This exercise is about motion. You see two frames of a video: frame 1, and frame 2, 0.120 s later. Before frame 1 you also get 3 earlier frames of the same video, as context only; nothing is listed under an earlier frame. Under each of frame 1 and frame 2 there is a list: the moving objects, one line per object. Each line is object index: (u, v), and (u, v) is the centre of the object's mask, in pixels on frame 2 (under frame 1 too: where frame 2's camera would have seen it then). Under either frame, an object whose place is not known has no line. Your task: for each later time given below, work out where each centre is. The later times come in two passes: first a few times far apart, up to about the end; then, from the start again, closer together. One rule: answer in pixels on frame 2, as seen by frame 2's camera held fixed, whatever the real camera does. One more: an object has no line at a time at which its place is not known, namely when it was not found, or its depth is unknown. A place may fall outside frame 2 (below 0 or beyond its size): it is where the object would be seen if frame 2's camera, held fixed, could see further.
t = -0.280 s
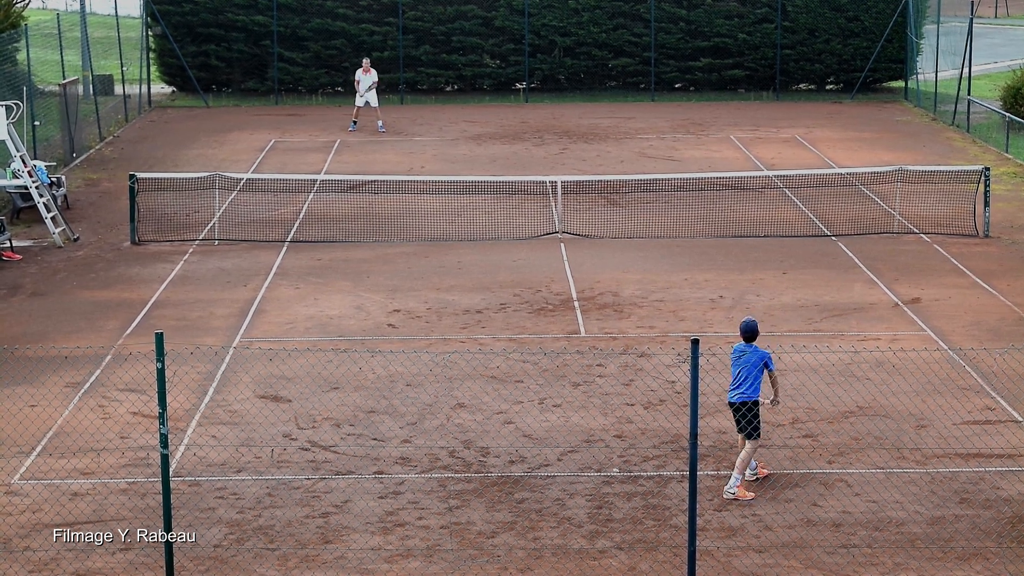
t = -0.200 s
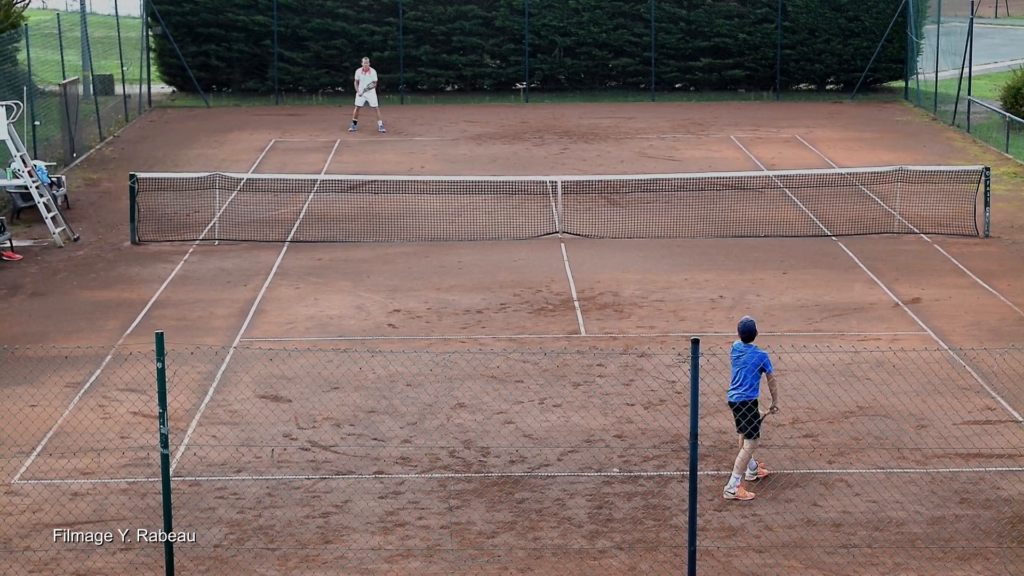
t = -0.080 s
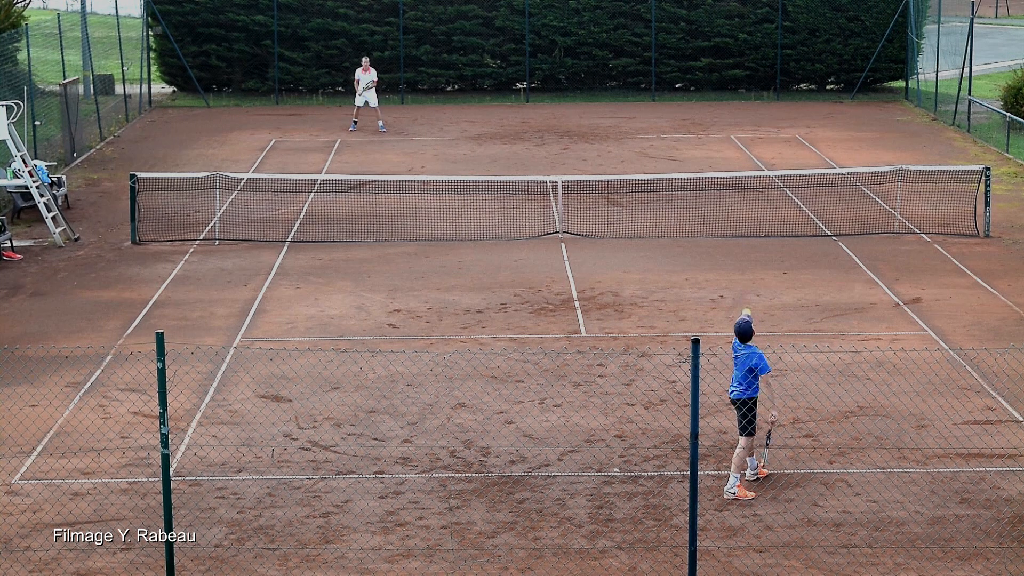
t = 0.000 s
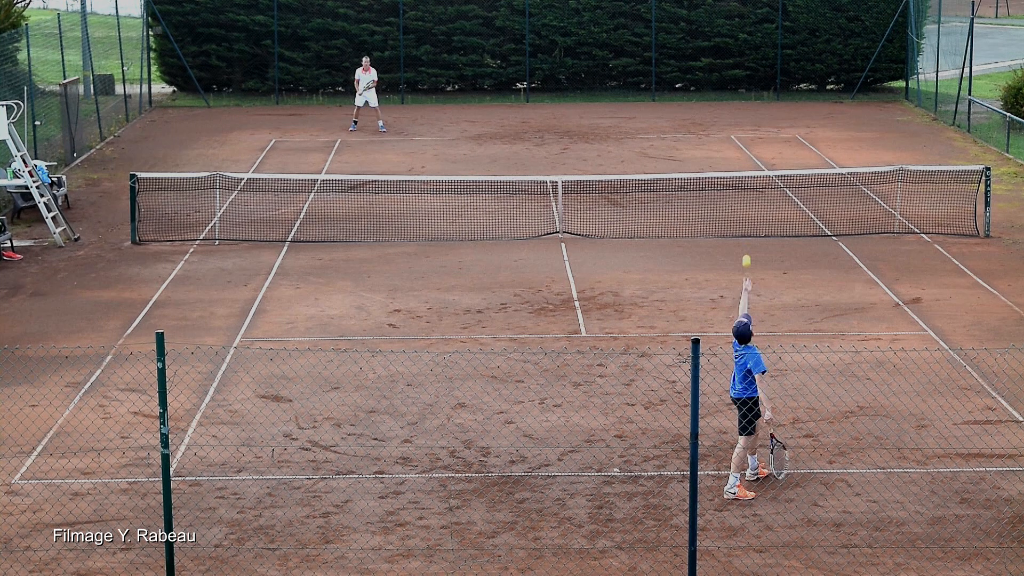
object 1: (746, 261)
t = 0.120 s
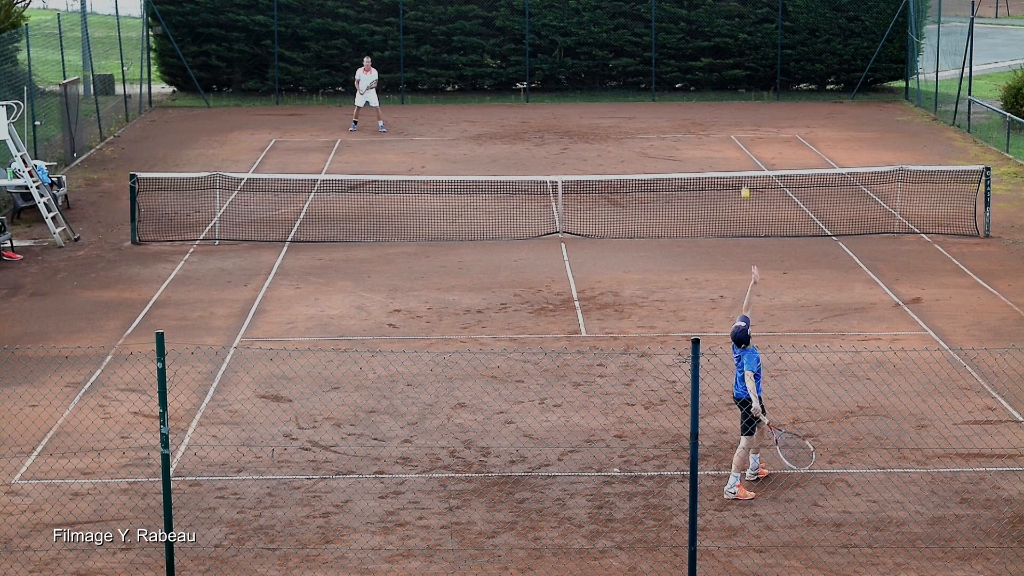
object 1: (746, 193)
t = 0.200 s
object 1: (744, 155)
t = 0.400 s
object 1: (741, 93)
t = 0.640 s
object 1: (737, 76)
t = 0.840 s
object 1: (733, 110)
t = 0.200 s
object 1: (744, 155)
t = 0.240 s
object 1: (743, 140)
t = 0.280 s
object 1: (743, 125)
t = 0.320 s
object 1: (743, 112)
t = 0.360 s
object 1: (742, 102)
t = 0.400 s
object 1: (741, 93)
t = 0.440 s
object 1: (741, 86)
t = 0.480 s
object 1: (740, 80)
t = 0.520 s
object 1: (739, 76)
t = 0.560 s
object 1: (739, 74)
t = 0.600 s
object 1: (738, 74)
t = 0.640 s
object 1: (737, 76)
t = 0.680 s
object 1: (736, 79)
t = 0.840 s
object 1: (733, 110)
